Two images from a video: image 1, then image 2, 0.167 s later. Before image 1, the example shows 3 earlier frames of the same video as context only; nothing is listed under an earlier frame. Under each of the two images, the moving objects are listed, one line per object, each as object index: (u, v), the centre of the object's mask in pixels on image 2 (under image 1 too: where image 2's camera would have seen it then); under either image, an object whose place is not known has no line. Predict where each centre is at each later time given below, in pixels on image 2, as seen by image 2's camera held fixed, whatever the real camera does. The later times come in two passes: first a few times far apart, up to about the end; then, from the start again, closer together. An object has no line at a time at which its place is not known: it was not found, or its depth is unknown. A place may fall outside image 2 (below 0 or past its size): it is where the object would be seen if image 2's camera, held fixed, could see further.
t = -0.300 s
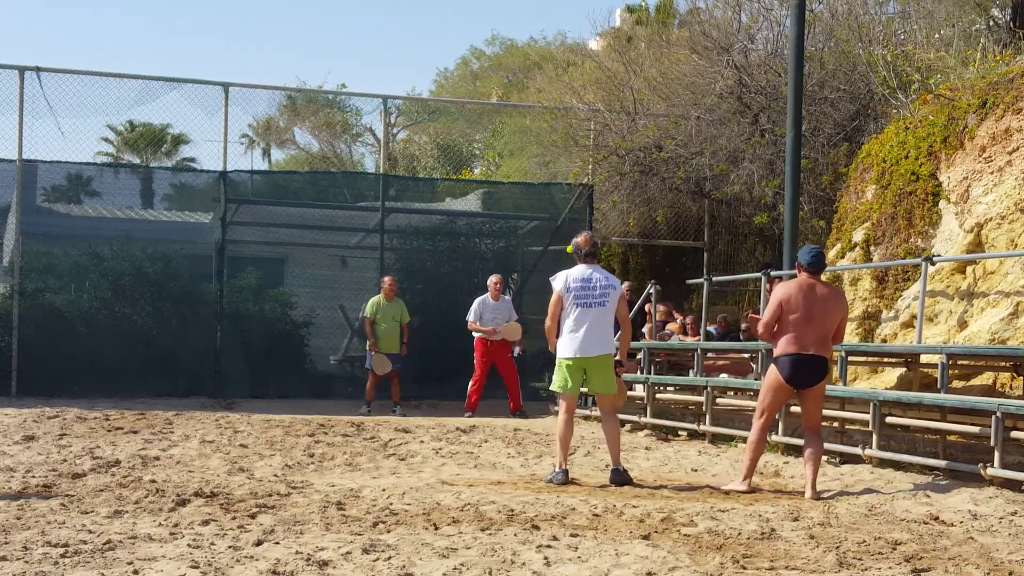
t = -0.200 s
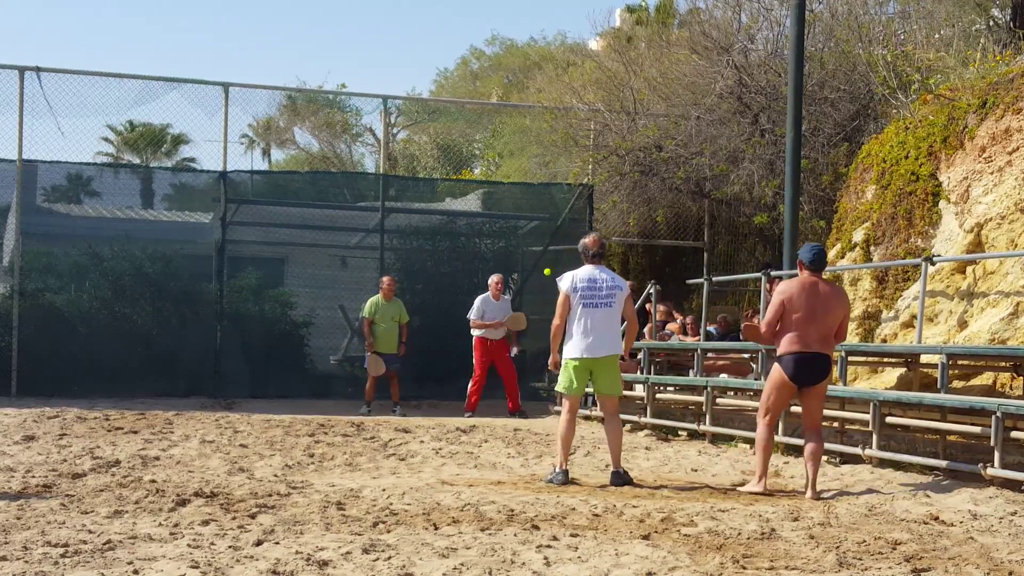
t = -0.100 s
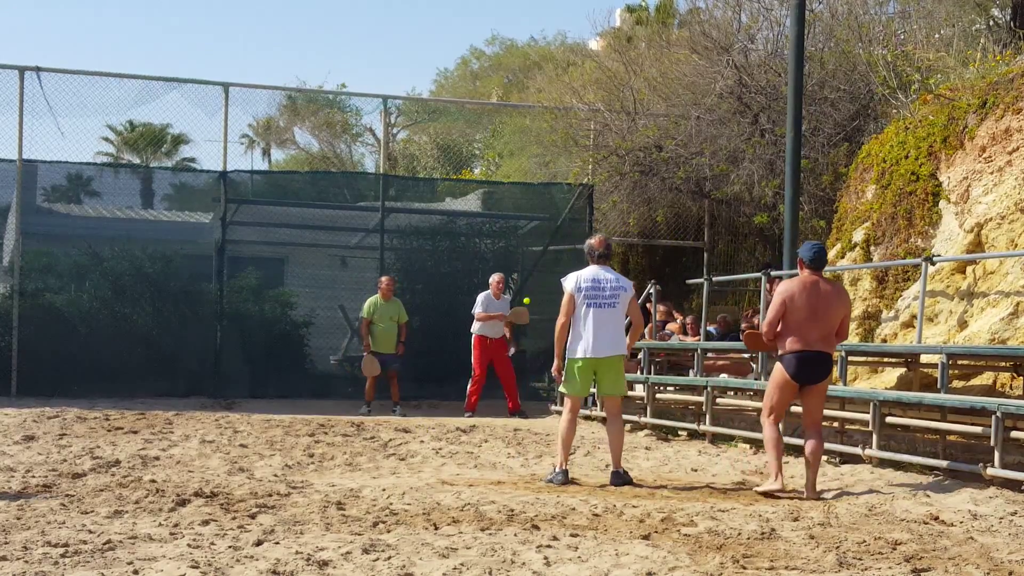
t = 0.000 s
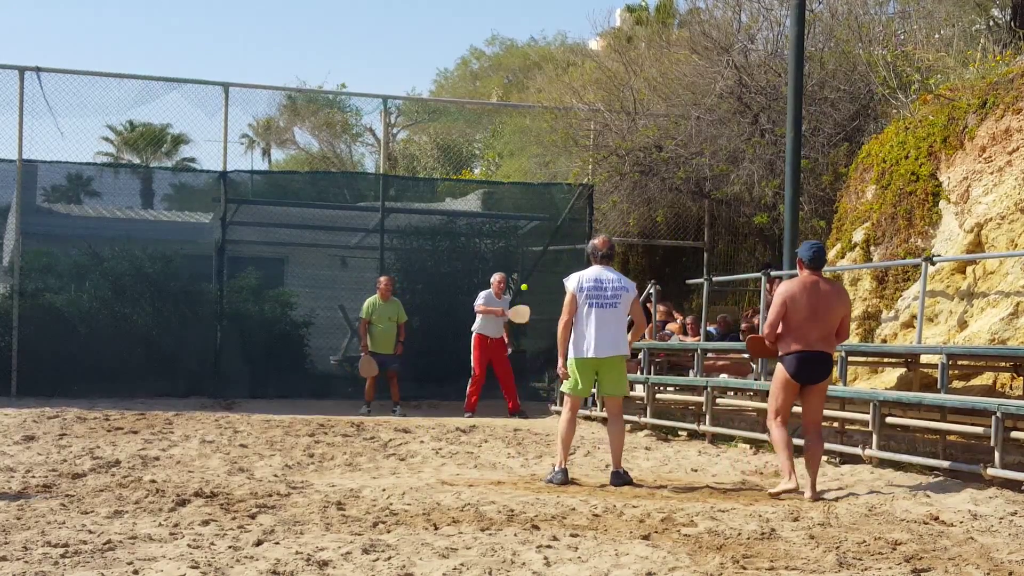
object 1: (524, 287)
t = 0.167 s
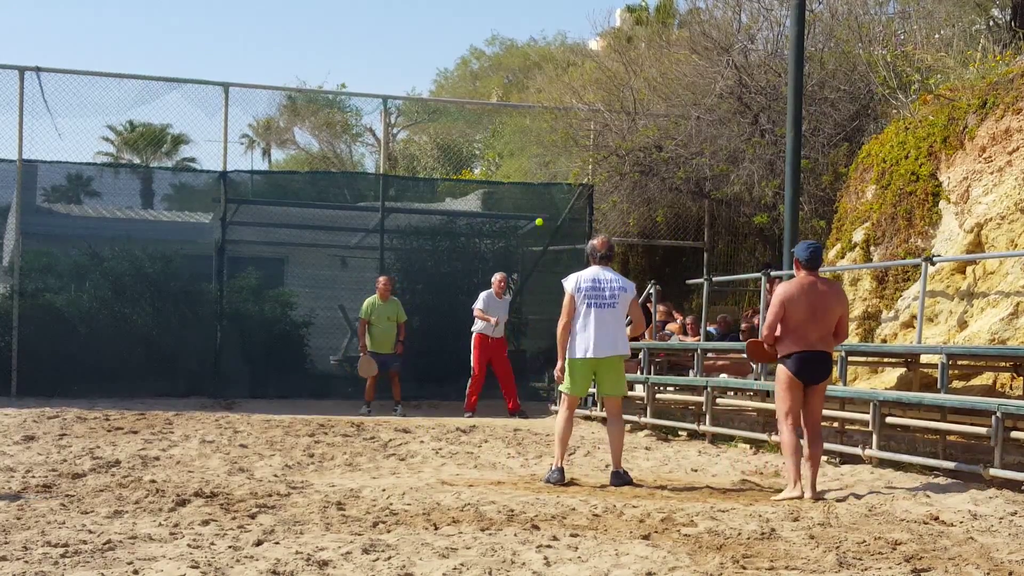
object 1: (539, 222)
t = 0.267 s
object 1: (549, 191)
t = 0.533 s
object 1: (578, 148)
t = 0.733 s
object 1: (607, 167)
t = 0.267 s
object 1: (549, 191)
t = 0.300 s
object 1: (552, 182)
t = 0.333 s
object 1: (556, 174)
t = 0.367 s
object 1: (559, 167)
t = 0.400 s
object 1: (563, 161)
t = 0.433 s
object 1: (567, 156)
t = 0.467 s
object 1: (571, 152)
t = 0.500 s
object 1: (575, 149)
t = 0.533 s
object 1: (578, 148)
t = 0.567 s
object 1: (583, 147)
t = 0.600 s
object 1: (587, 148)
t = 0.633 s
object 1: (592, 151)
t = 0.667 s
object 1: (597, 154)
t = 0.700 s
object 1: (602, 160)
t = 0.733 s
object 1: (607, 167)
